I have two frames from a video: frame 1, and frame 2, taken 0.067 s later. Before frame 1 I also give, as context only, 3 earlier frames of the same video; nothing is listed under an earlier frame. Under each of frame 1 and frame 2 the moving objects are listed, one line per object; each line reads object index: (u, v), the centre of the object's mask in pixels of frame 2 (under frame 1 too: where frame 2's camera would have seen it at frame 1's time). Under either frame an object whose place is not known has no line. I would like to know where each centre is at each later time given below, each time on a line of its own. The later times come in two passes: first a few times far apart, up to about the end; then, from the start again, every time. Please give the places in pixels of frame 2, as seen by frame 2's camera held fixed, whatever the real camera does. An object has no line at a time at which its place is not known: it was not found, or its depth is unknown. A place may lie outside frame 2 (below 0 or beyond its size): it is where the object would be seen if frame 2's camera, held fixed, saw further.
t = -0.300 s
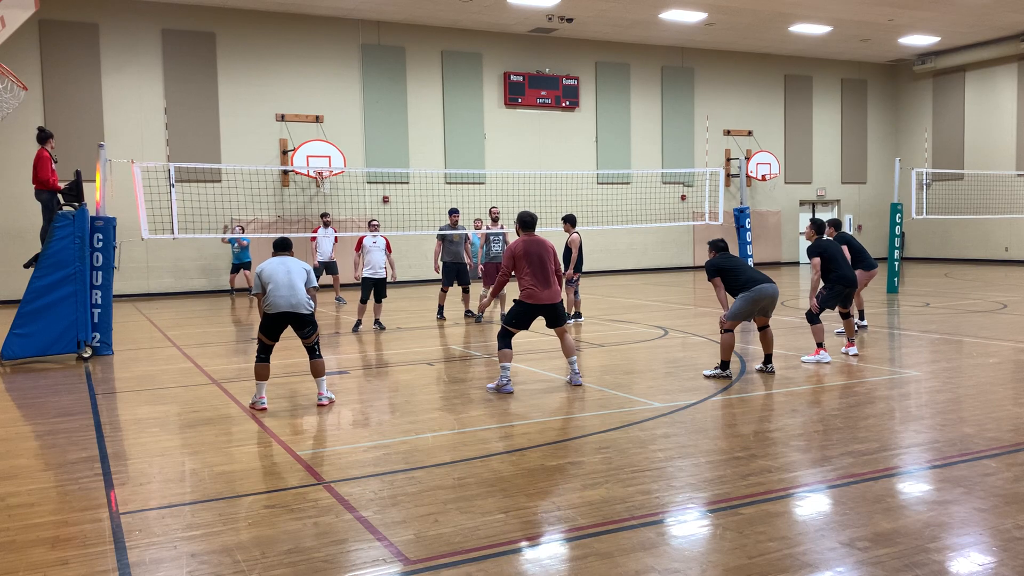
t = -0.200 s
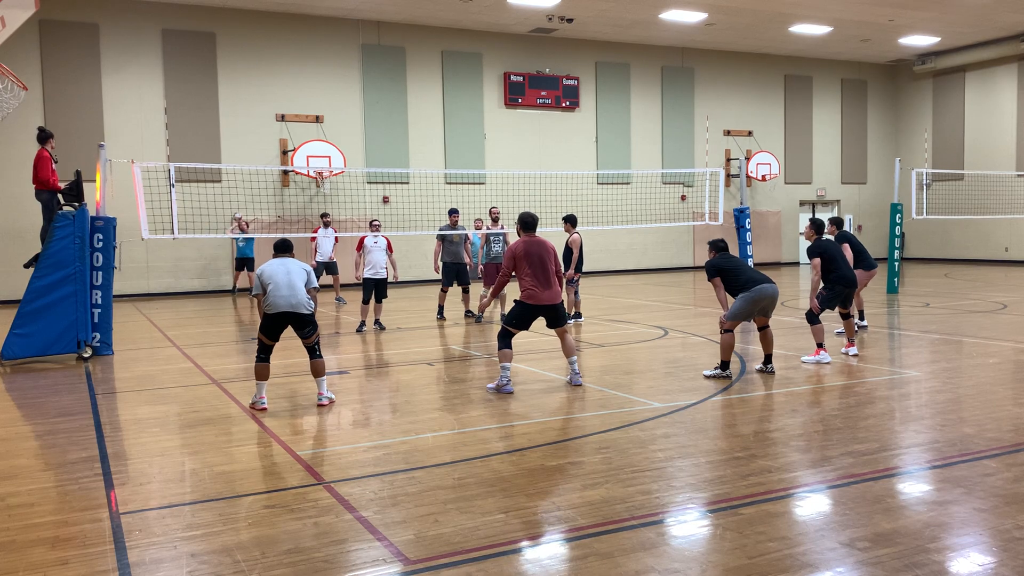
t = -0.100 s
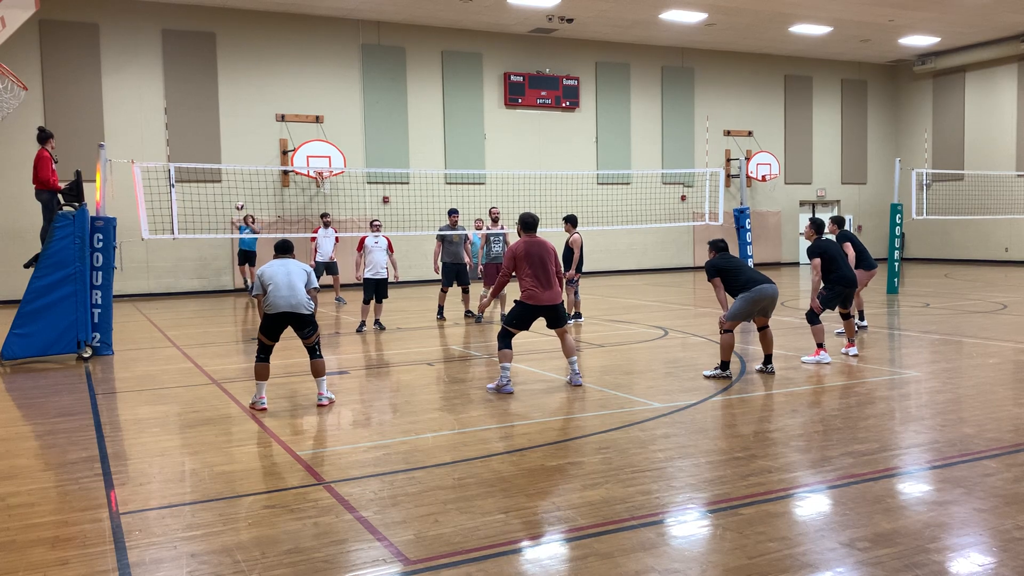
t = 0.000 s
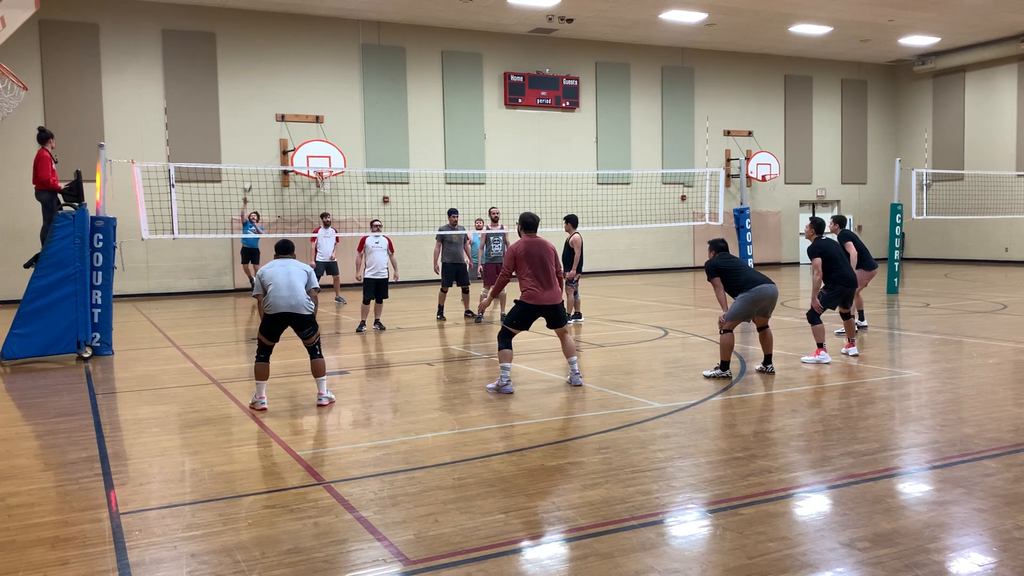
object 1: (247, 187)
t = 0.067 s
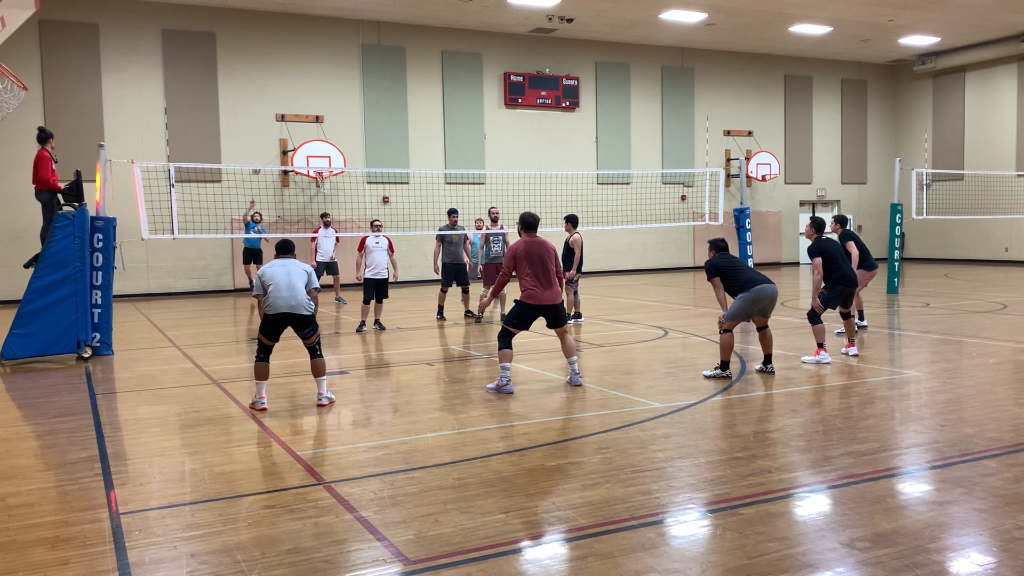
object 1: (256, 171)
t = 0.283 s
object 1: (294, 111)
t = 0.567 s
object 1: (364, 65)
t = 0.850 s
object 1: (459, 64)
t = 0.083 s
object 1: (259, 162)
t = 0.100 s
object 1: (261, 159)
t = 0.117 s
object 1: (264, 155)
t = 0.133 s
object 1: (266, 150)
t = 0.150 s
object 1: (269, 145)
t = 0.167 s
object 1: (272, 141)
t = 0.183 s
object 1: (275, 136)
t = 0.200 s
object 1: (278, 132)
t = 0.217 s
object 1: (281, 128)
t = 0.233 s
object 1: (284, 123)
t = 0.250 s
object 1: (287, 119)
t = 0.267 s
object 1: (291, 114)
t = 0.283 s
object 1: (294, 111)
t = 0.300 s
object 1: (297, 108)
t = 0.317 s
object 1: (301, 105)
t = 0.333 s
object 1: (304, 101)
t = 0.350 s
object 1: (308, 98)
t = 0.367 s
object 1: (312, 95)
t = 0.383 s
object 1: (316, 92)
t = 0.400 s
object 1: (320, 89)
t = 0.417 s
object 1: (321, 85)
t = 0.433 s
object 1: (328, 83)
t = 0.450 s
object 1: (332, 81)
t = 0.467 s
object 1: (337, 78)
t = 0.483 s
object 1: (341, 76)
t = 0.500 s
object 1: (346, 74)
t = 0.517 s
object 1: (350, 71)
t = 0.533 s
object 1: (355, 69)
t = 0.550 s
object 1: (360, 67)
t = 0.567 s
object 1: (364, 65)
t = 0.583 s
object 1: (369, 64)
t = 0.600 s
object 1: (374, 62)
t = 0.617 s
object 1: (379, 61)
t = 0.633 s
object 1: (384, 60)
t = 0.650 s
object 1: (390, 59)
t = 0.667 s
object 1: (394, 58)
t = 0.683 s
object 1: (400, 57)
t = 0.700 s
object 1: (405, 57)
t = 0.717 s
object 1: (410, 57)
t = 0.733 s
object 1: (416, 57)
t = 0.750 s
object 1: (422, 58)
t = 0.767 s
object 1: (428, 58)
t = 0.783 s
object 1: (434, 58)
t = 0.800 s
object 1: (440, 59)
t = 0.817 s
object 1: (446, 61)
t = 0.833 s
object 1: (453, 62)
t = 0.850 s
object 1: (459, 64)
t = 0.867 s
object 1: (466, 66)
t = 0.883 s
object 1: (473, 68)
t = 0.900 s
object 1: (480, 70)
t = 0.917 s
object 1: (487, 73)
